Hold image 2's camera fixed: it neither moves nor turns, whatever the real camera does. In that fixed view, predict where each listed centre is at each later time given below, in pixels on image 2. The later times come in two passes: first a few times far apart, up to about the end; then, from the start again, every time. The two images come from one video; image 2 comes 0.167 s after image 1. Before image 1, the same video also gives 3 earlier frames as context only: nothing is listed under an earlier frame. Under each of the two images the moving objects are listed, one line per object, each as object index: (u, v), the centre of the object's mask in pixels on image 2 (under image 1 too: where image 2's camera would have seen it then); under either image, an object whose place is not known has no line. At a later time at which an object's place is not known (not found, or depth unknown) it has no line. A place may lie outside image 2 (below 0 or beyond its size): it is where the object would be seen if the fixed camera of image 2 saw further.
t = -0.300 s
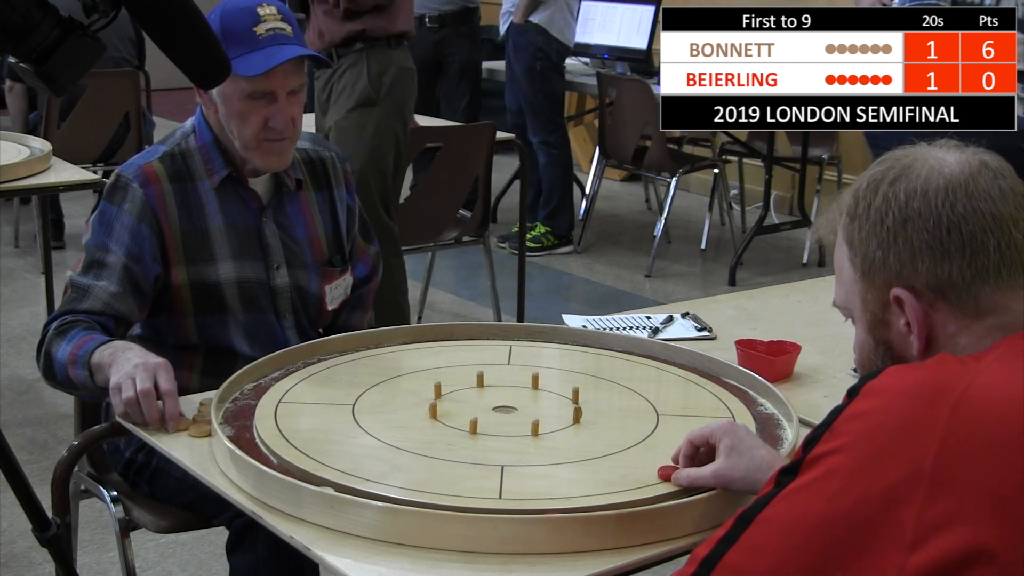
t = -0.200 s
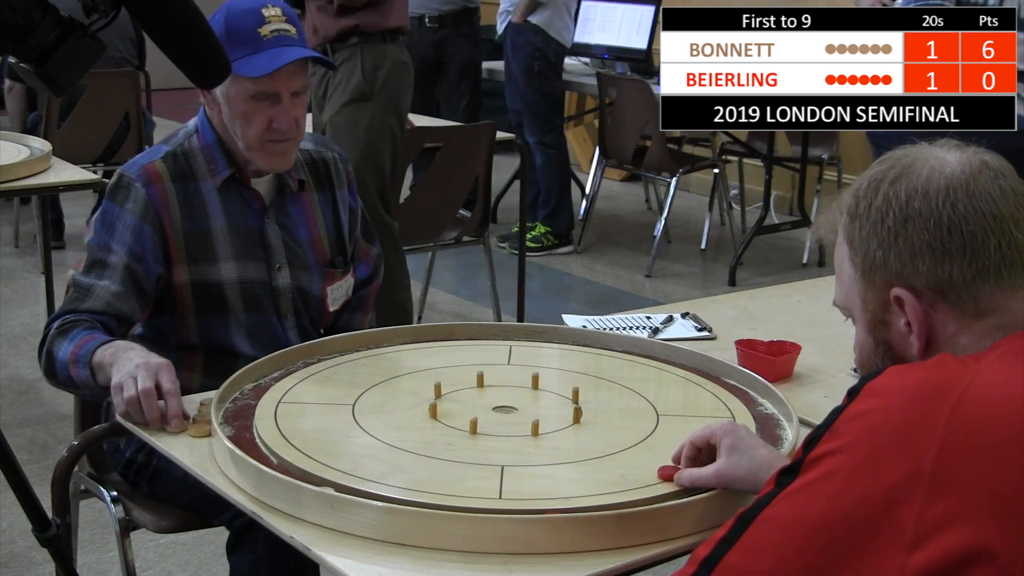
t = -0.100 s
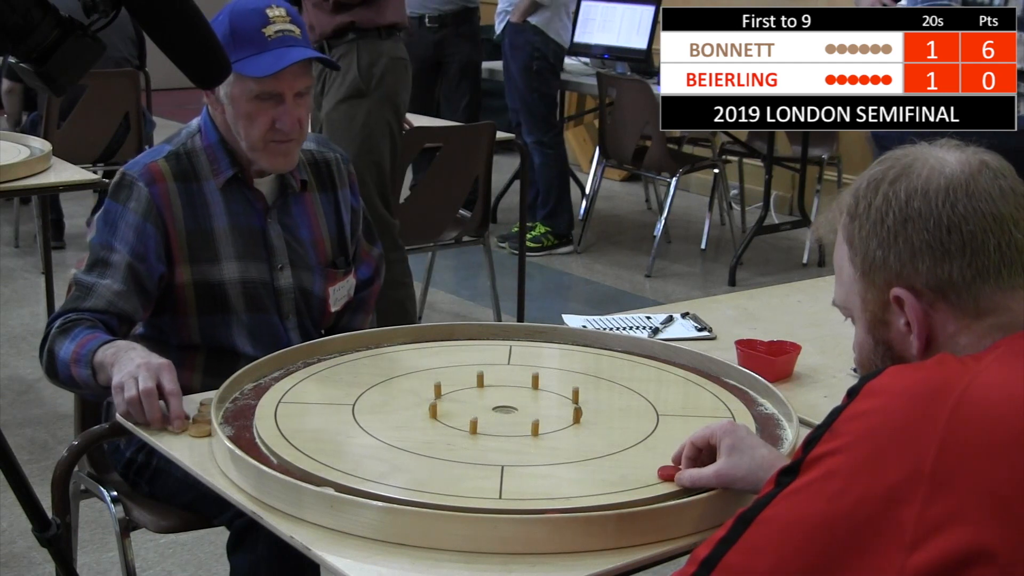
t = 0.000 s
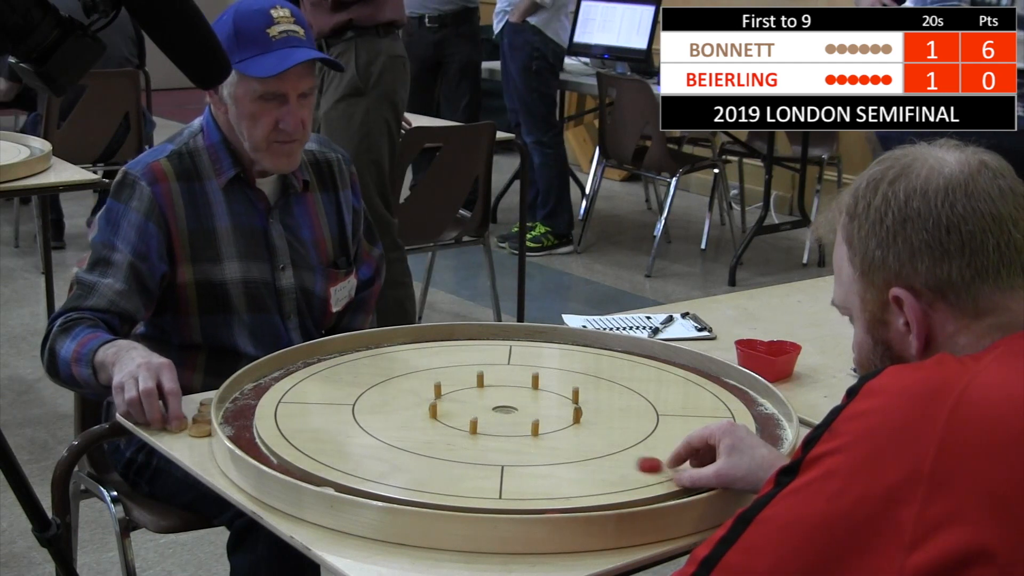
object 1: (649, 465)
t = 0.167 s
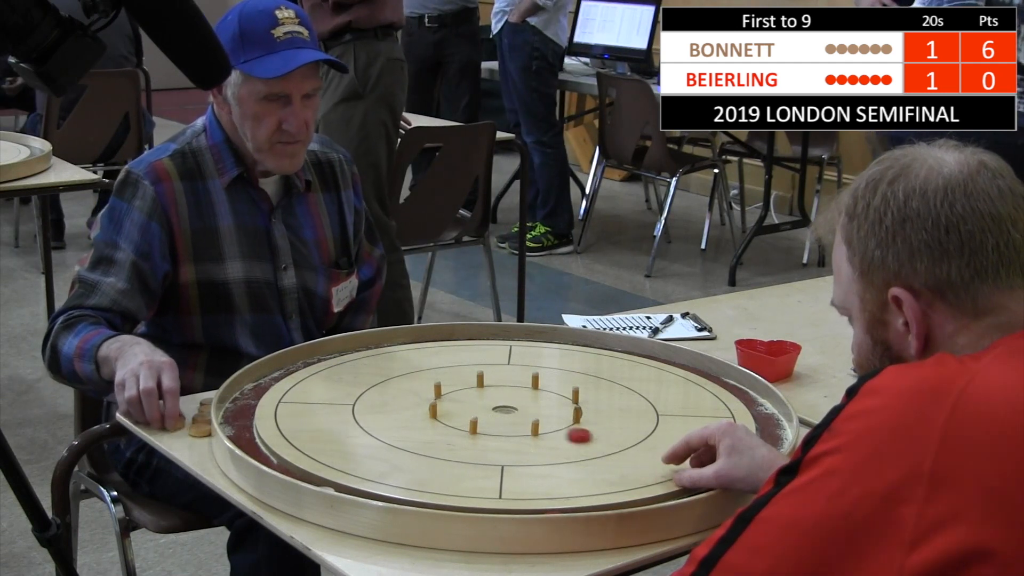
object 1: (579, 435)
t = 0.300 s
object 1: (540, 418)
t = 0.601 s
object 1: (505, 408)
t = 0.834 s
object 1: (505, 408)
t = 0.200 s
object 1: (568, 431)
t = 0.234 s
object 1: (557, 426)
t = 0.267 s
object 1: (549, 423)
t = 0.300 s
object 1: (540, 418)
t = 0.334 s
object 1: (531, 415)
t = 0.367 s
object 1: (524, 413)
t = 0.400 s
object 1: (518, 411)
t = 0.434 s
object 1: (513, 409)
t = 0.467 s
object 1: (509, 408)
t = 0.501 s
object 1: (504, 408)
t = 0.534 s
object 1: (505, 408)
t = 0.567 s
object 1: (505, 408)
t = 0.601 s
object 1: (505, 408)
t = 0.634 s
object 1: (505, 408)
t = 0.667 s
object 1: (505, 408)
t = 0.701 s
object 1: (505, 408)
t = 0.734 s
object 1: (505, 408)
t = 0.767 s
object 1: (505, 408)
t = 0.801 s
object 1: (505, 408)
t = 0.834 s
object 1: (505, 408)
